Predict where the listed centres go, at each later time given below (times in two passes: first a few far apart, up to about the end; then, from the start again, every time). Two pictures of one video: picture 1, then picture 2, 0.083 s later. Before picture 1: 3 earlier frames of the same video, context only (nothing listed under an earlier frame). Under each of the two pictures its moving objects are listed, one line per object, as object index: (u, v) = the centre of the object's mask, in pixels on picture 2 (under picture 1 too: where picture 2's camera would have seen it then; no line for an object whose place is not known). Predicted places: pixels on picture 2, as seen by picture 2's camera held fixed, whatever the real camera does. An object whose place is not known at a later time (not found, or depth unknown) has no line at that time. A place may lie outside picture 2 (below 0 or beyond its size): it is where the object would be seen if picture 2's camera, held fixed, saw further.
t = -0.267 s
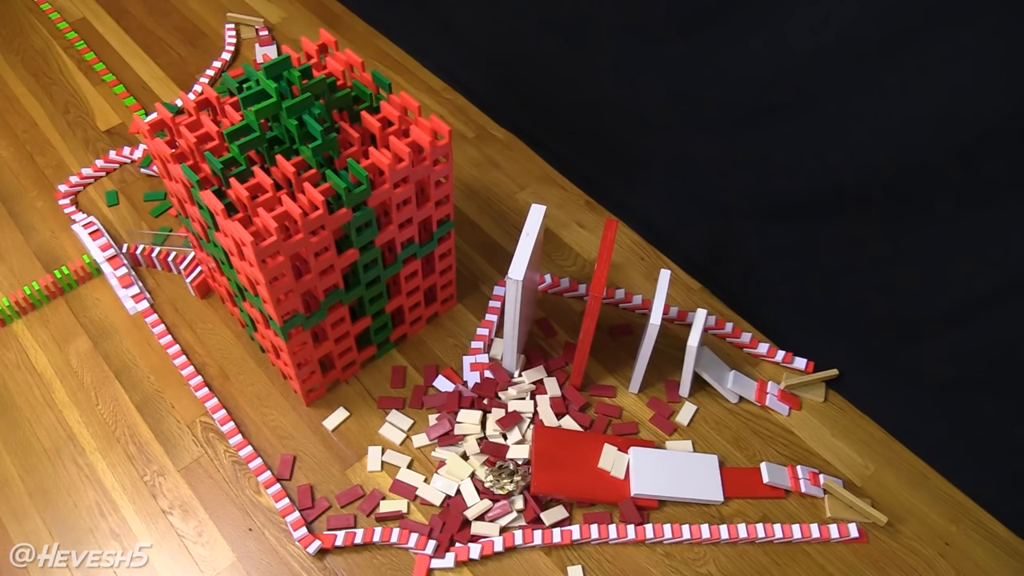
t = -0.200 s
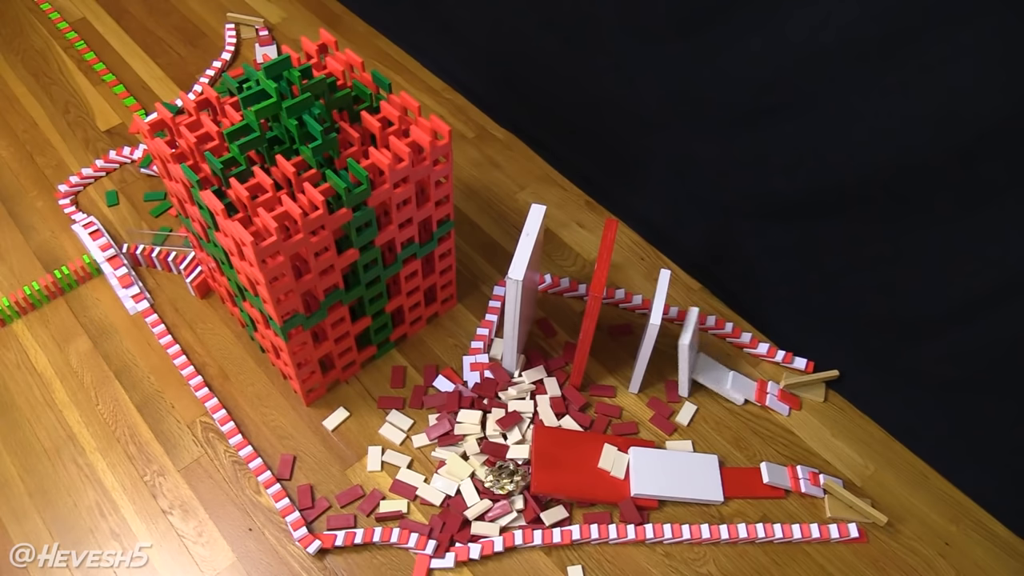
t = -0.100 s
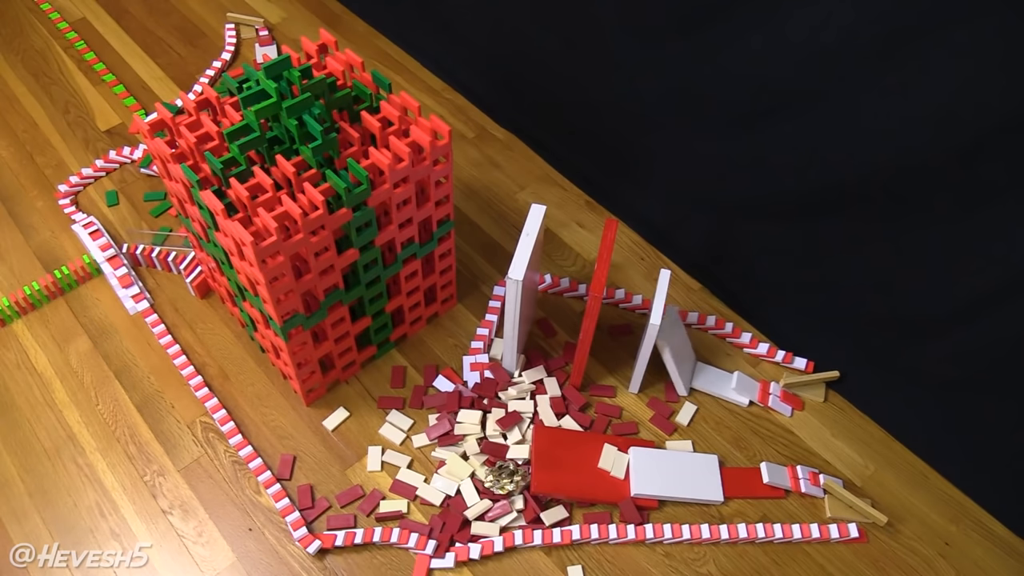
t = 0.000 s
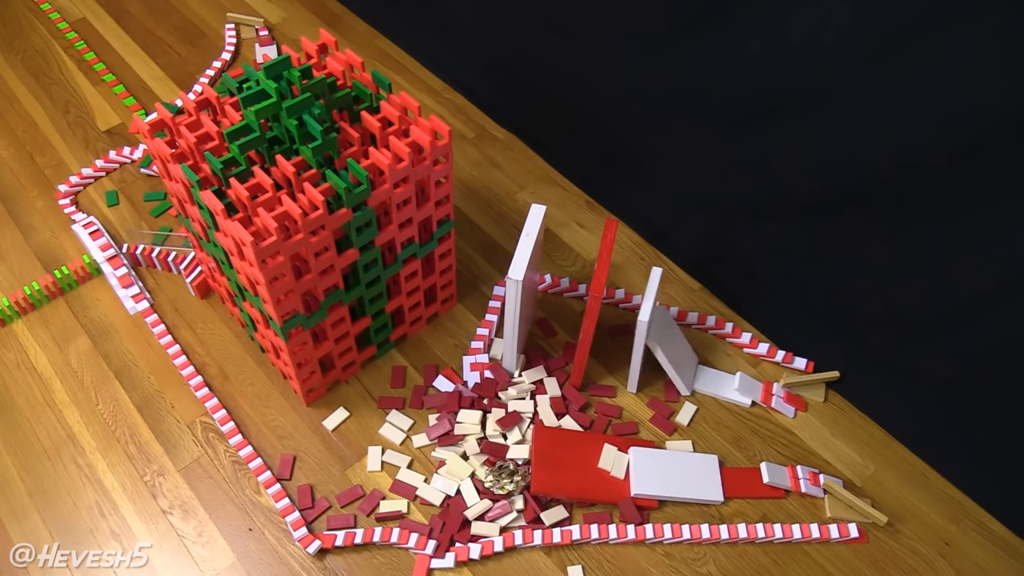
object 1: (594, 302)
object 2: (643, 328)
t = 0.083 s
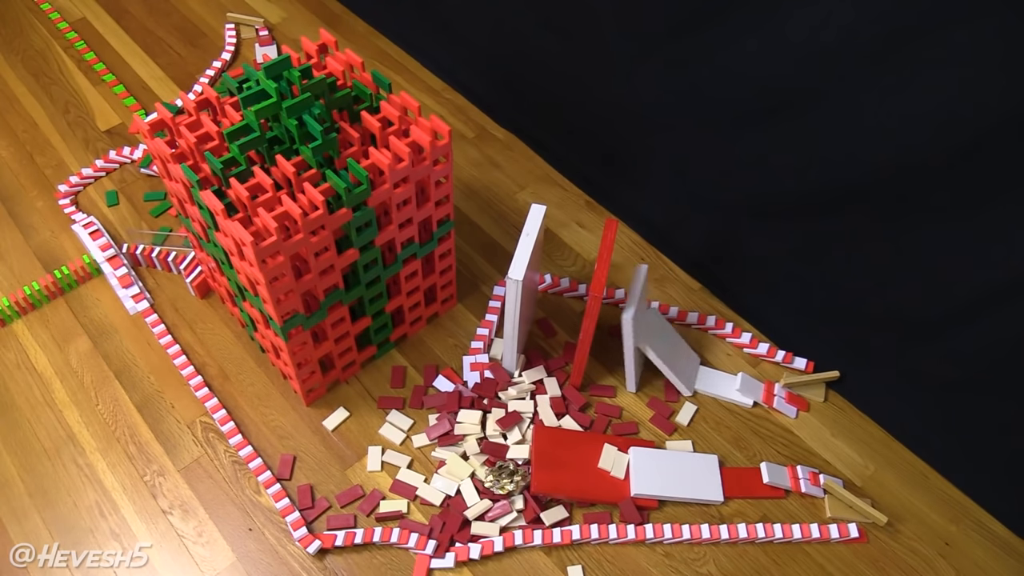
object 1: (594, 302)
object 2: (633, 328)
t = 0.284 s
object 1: (579, 296)
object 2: (612, 322)
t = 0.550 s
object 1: (533, 299)
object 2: (599, 334)
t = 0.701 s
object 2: (600, 345)
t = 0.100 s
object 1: (594, 302)
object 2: (631, 327)
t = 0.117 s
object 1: (594, 302)
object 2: (626, 327)
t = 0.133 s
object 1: (594, 302)
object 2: (625, 326)
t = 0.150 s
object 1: (594, 302)
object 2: (622, 325)
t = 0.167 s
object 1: (593, 302)
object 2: (620, 324)
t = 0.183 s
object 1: (591, 301)
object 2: (619, 324)
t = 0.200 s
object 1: (590, 301)
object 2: (618, 322)
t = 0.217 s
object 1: (588, 300)
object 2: (617, 322)
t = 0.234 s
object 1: (586, 299)
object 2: (615, 321)
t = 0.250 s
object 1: (584, 298)
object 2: (614, 322)
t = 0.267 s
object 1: (581, 297)
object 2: (613, 321)
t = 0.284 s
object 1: (579, 296)
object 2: (612, 322)
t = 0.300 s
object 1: (577, 297)
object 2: (611, 323)
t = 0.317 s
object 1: (574, 297)
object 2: (610, 324)
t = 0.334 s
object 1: (572, 297)
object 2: (608, 324)
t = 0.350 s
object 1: (569, 297)
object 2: (607, 324)
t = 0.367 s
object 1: (565, 297)
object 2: (605, 324)
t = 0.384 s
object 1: (561, 295)
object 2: (604, 325)
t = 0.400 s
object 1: (557, 296)
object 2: (602, 326)
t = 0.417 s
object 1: (553, 296)
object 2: (601, 326)
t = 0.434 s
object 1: (551, 296)
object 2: (601, 327)
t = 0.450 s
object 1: (550, 296)
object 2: (600, 327)
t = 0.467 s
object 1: (547, 295)
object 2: (600, 328)
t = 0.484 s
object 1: (545, 296)
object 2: (600, 329)
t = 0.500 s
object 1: (542, 296)
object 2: (599, 330)
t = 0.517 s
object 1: (539, 296)
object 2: (599, 331)
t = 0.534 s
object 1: (536, 298)
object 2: (599, 332)
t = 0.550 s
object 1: (533, 299)
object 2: (599, 334)
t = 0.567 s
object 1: (529, 299)
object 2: (599, 335)
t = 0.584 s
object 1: (525, 300)
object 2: (599, 336)
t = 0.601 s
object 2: (599, 338)
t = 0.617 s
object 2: (599, 339)
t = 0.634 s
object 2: (599, 340)
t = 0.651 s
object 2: (600, 342)
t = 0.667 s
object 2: (600, 343)
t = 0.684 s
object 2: (600, 344)
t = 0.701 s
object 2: (600, 345)
